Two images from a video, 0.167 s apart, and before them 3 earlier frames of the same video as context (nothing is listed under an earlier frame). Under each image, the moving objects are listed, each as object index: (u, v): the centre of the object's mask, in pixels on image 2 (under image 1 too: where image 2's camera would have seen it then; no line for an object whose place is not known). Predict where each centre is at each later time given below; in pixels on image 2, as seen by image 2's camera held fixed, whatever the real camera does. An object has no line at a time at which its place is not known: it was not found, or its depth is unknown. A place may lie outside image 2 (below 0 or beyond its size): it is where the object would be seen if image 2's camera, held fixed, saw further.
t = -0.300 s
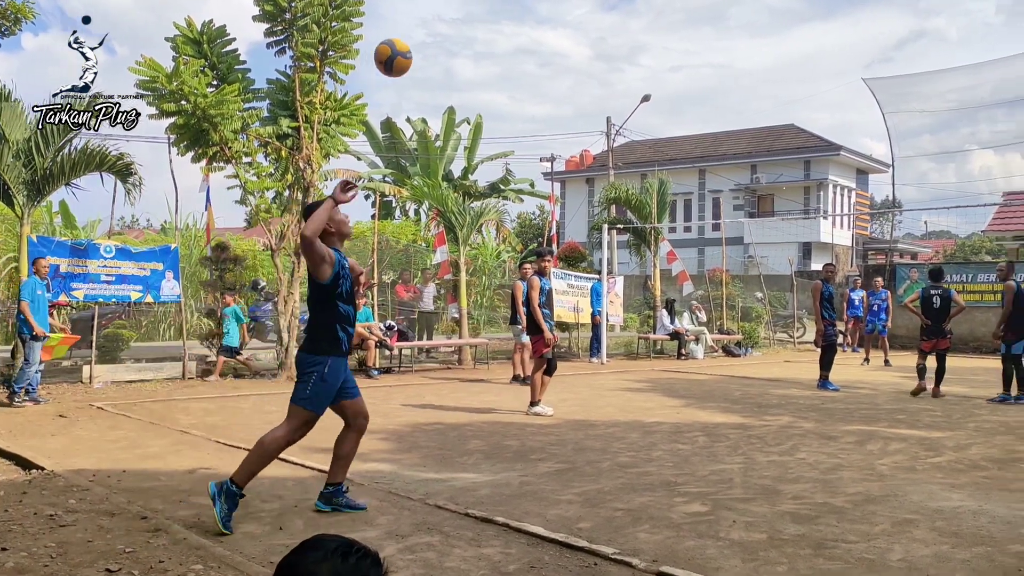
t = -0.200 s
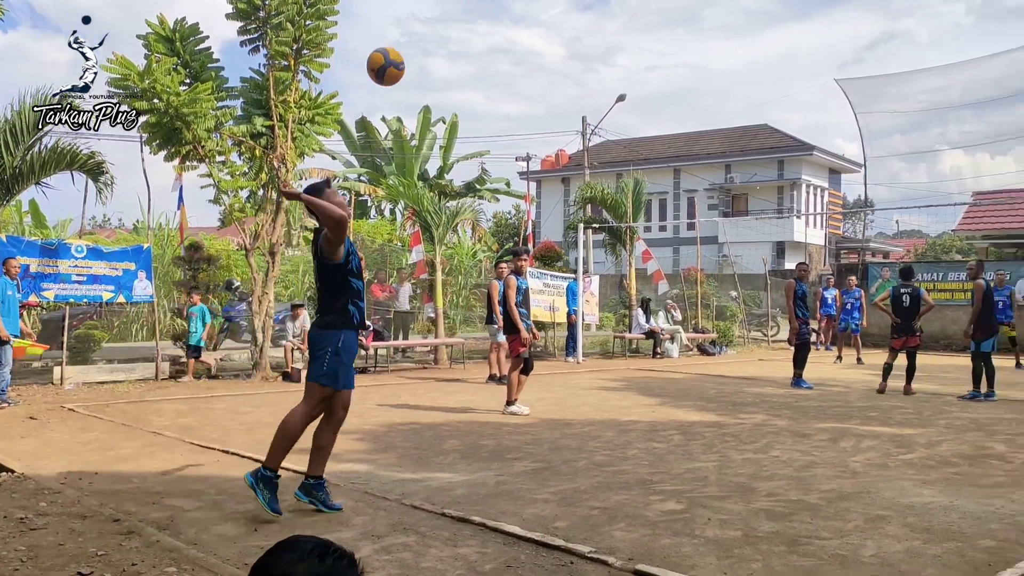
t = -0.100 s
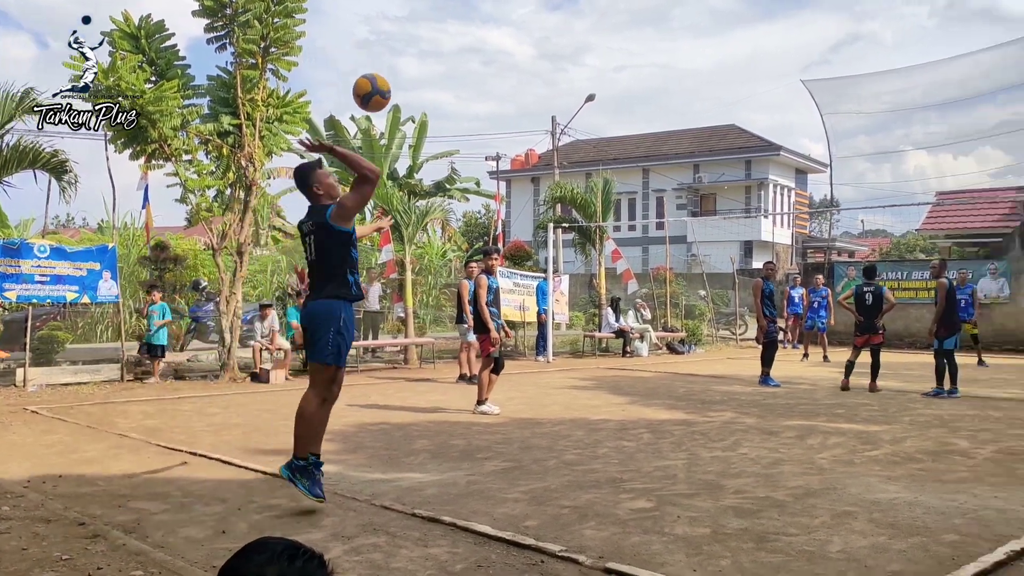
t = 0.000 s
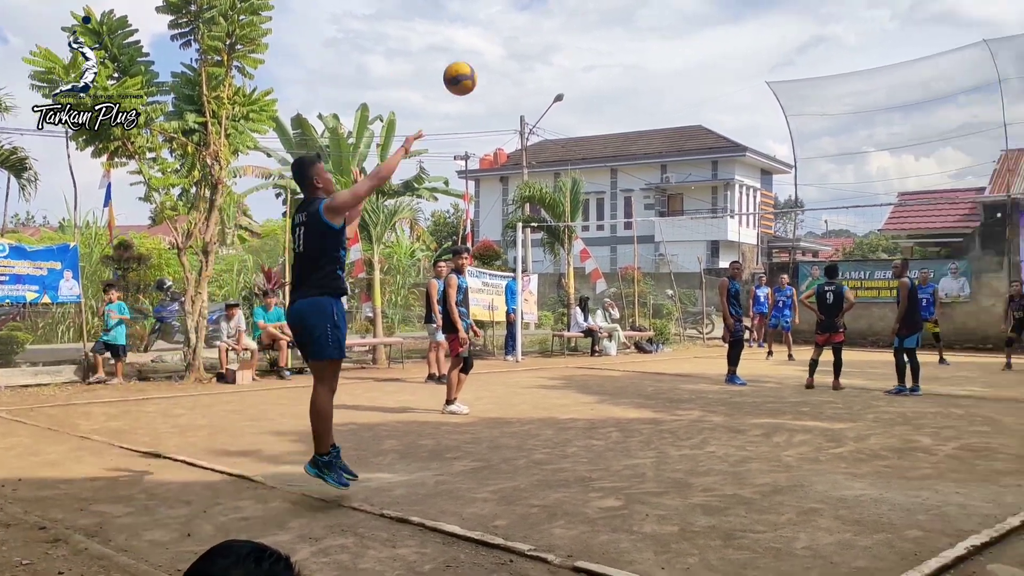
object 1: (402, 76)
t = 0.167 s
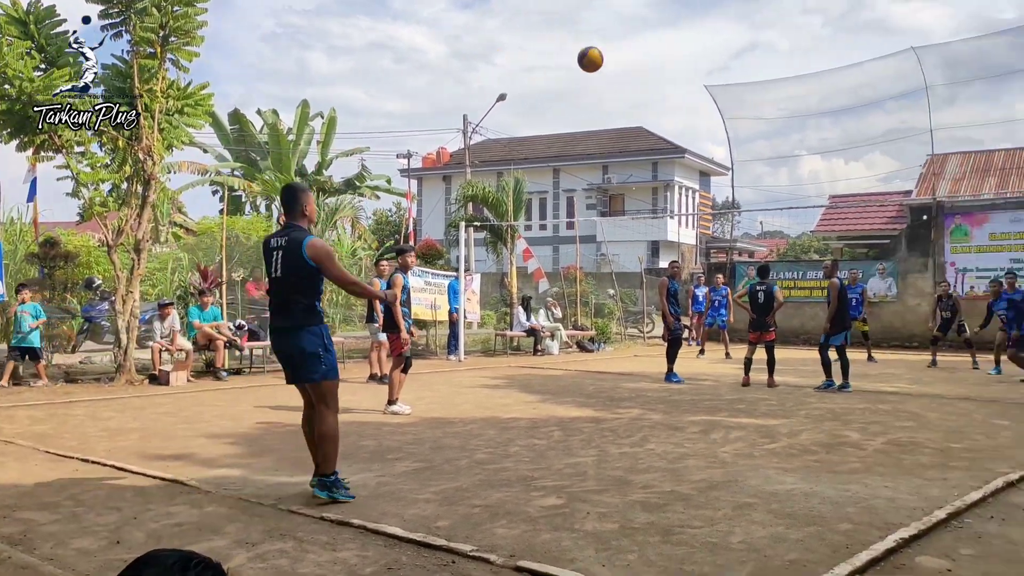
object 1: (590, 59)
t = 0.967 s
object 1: (877, 264)
